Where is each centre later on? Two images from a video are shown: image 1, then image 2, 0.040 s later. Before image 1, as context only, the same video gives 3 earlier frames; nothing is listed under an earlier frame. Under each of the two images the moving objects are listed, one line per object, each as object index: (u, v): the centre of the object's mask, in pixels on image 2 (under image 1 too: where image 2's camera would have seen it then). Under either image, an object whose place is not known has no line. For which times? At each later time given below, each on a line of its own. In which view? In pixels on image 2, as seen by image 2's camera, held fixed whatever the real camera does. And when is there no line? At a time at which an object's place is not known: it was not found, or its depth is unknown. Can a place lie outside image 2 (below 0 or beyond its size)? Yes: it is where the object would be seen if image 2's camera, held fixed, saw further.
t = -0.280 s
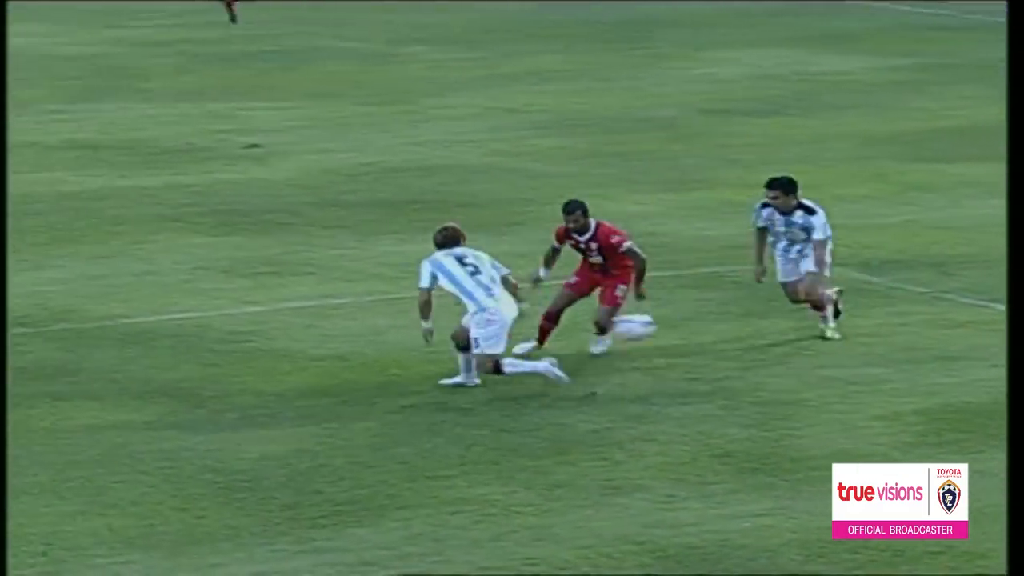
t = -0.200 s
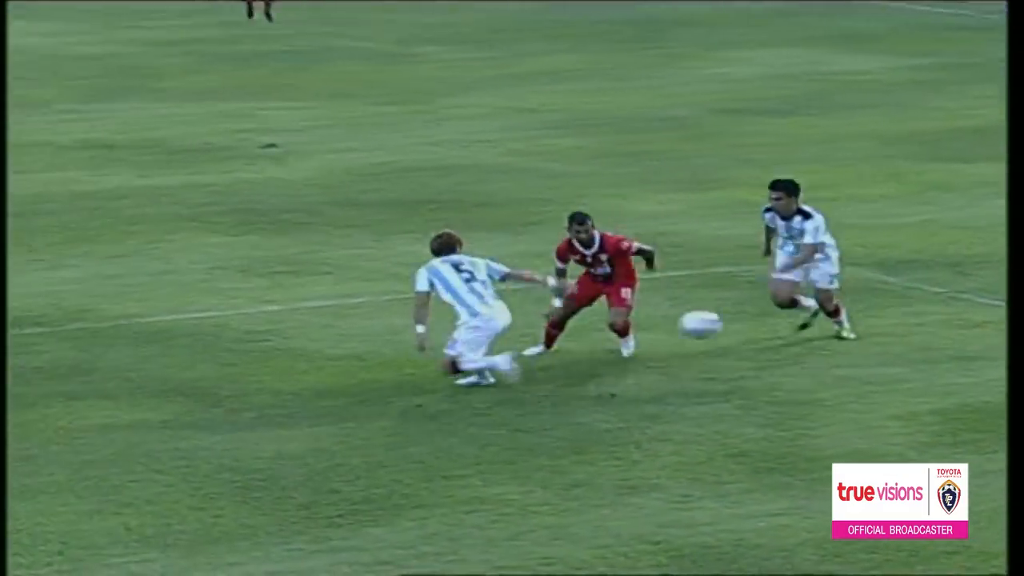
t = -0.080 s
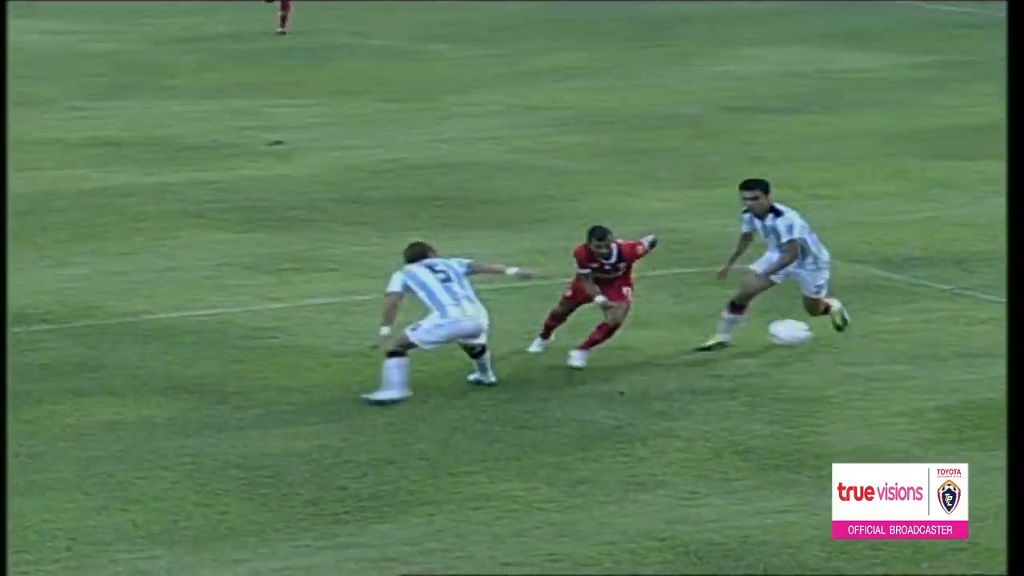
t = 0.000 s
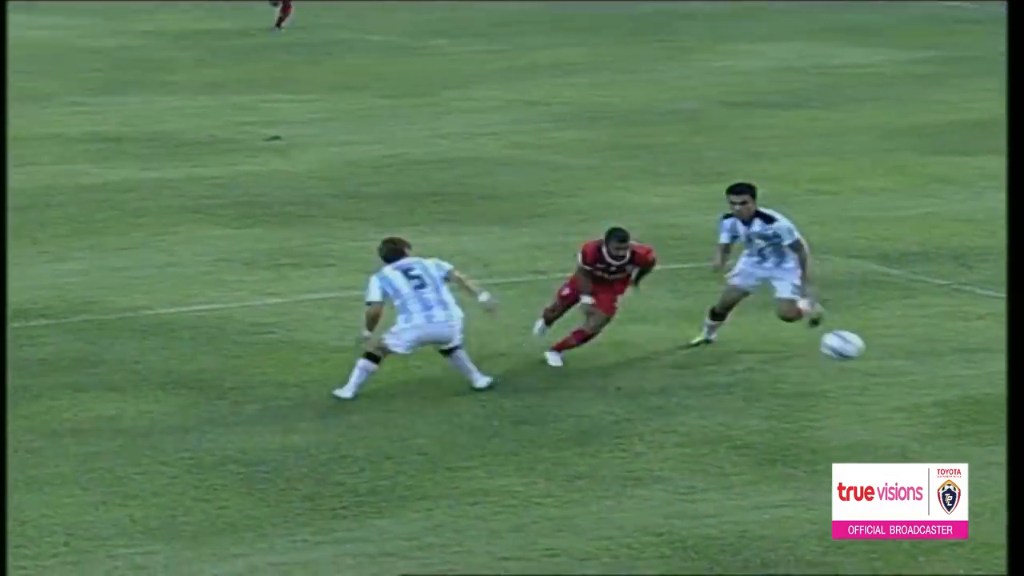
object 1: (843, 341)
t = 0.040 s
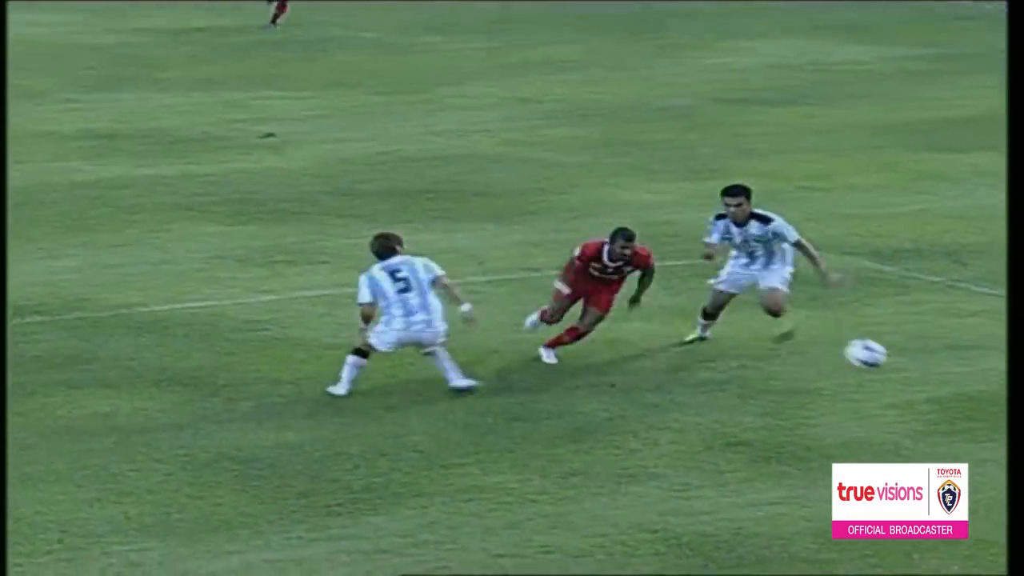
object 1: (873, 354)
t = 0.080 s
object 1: (901, 366)
